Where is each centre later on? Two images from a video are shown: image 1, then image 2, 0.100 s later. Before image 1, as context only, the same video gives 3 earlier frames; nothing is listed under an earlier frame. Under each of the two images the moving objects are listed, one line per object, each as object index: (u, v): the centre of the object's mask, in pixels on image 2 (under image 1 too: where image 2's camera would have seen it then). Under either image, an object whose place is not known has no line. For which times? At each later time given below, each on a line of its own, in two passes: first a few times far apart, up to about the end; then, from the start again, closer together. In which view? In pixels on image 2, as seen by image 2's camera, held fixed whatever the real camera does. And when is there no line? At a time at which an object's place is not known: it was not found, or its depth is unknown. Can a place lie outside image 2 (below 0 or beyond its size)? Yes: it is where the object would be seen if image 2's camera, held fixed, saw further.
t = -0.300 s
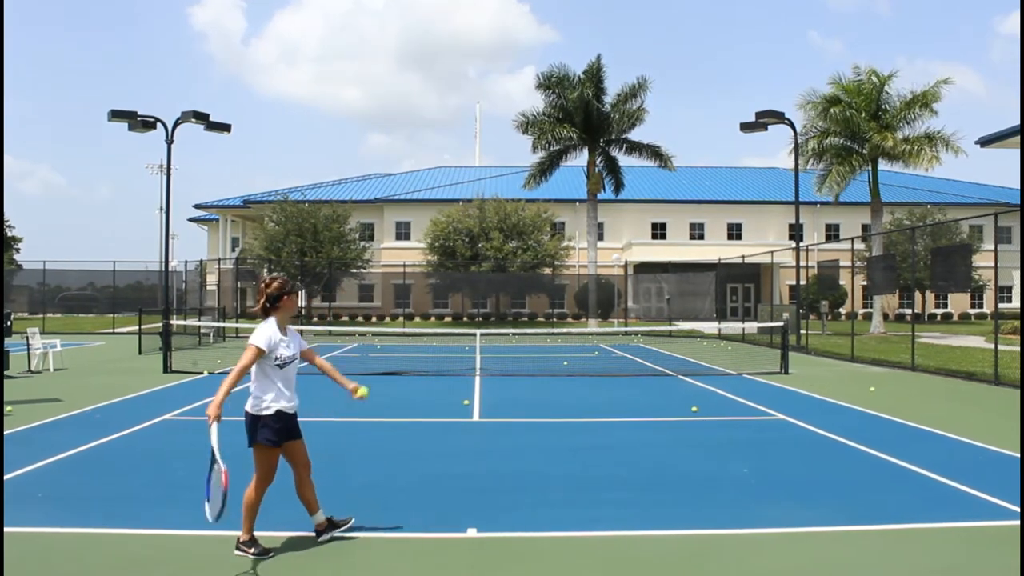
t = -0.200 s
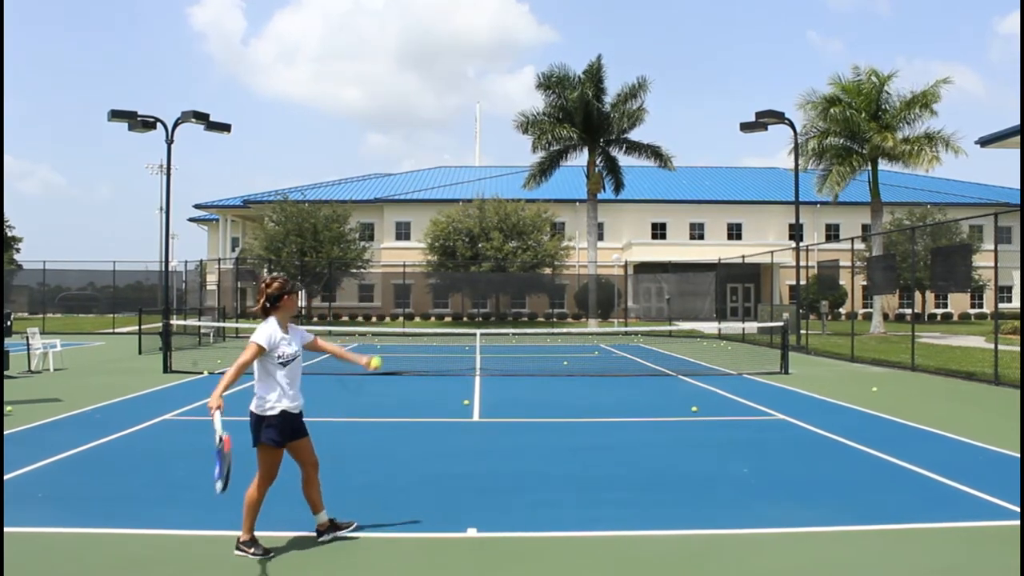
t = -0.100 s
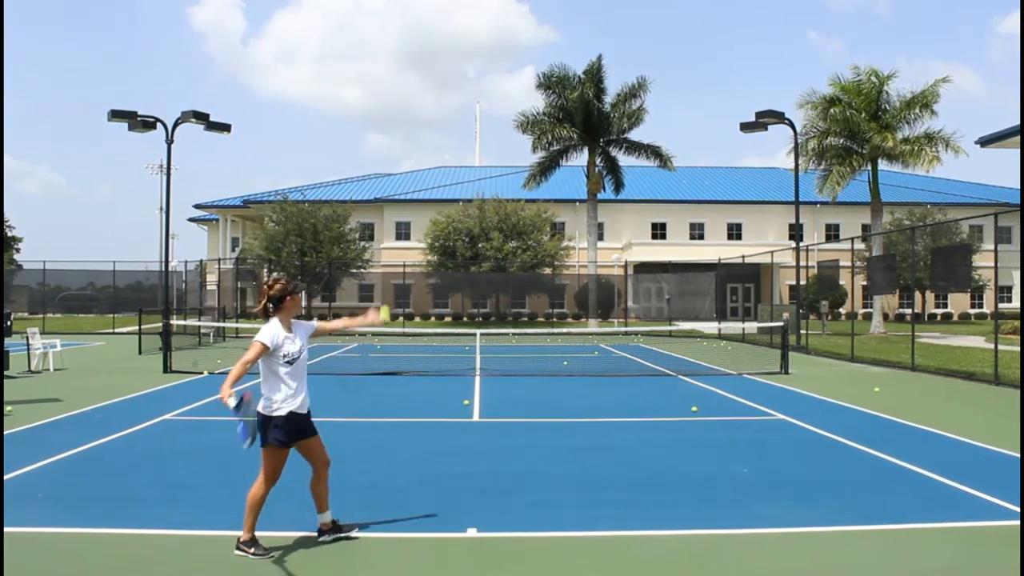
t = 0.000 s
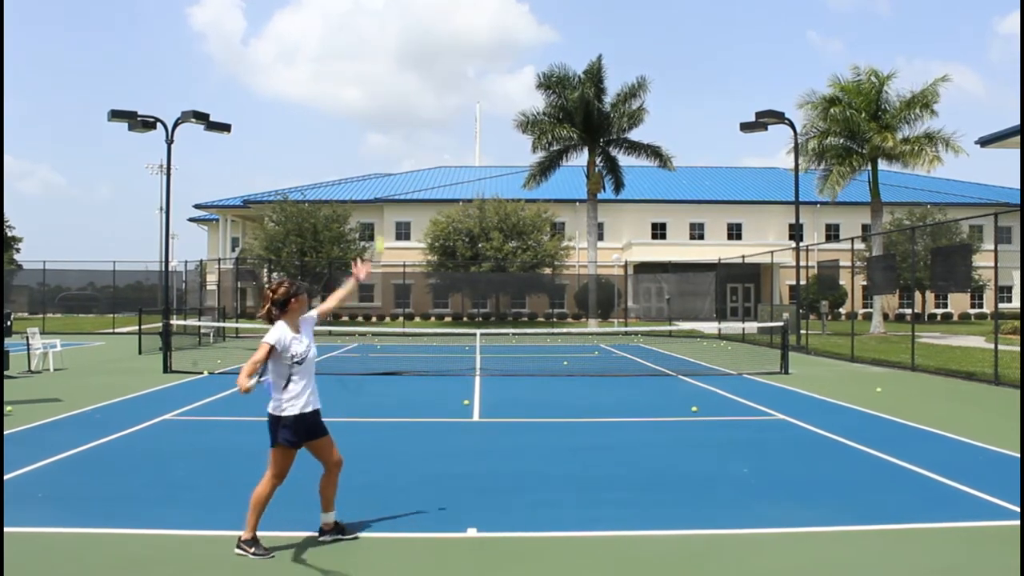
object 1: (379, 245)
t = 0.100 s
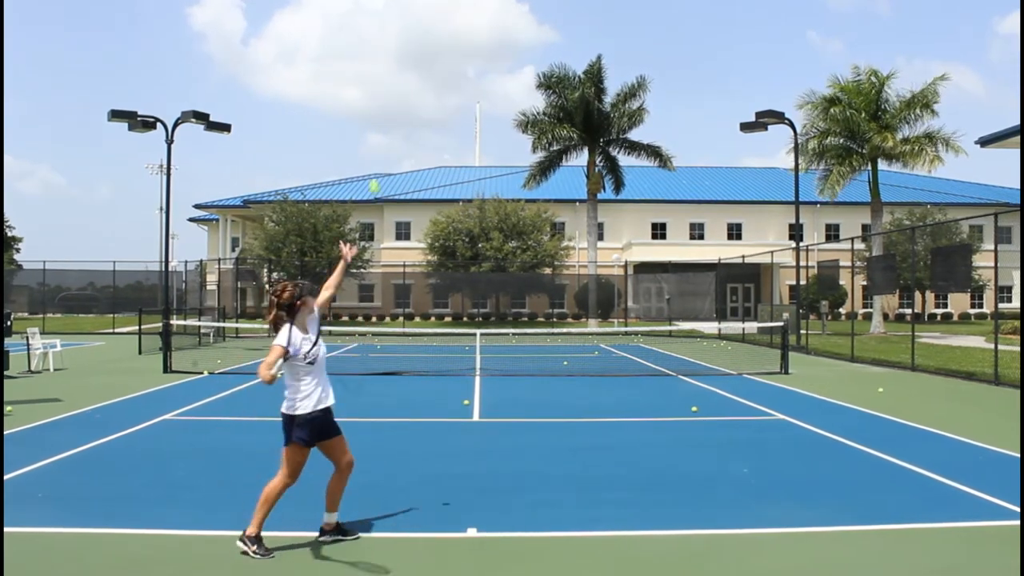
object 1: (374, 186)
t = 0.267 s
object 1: (363, 125)
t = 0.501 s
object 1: (348, 105)
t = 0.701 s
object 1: (333, 145)
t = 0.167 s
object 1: (370, 157)
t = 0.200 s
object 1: (367, 145)
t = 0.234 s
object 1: (365, 134)
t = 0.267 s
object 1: (363, 125)
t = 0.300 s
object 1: (361, 117)
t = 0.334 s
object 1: (359, 112)
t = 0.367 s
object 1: (357, 107)
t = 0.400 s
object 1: (354, 104)
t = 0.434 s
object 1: (352, 103)
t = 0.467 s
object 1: (351, 102)
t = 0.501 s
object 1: (348, 105)
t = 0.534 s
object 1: (346, 107)
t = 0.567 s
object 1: (343, 112)
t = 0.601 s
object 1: (341, 117)
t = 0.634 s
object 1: (338, 125)
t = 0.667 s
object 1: (336, 134)
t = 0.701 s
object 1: (333, 145)
